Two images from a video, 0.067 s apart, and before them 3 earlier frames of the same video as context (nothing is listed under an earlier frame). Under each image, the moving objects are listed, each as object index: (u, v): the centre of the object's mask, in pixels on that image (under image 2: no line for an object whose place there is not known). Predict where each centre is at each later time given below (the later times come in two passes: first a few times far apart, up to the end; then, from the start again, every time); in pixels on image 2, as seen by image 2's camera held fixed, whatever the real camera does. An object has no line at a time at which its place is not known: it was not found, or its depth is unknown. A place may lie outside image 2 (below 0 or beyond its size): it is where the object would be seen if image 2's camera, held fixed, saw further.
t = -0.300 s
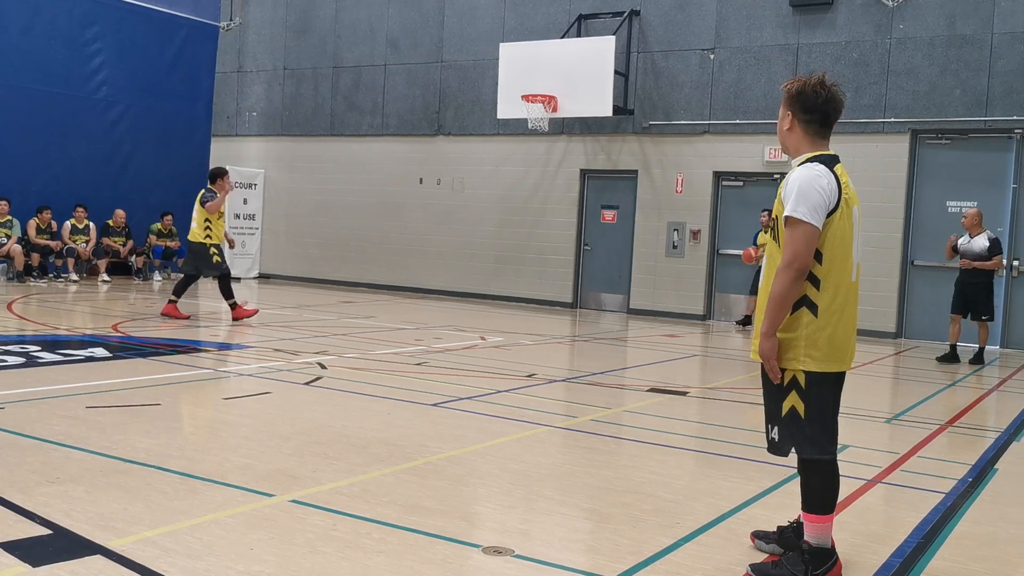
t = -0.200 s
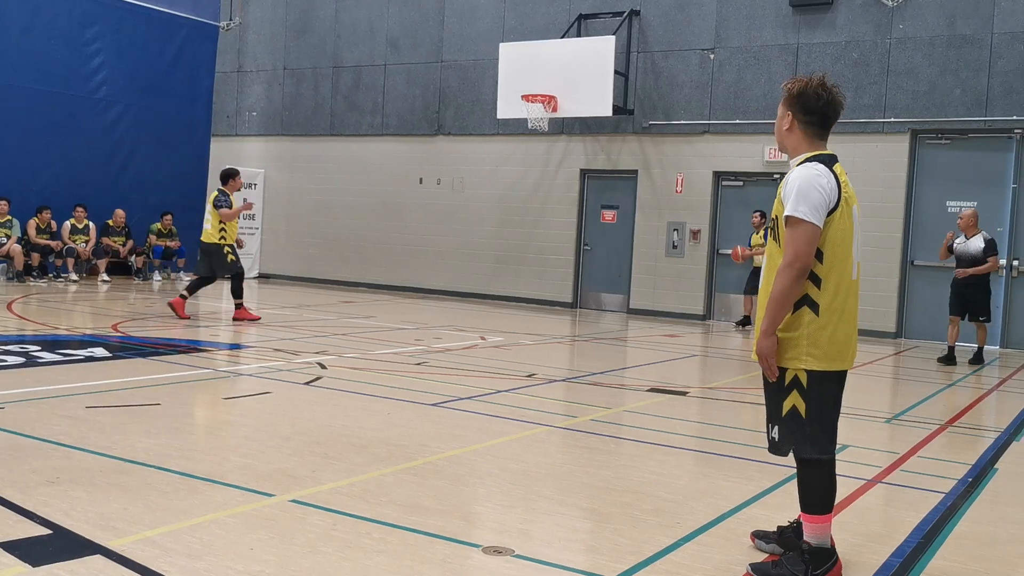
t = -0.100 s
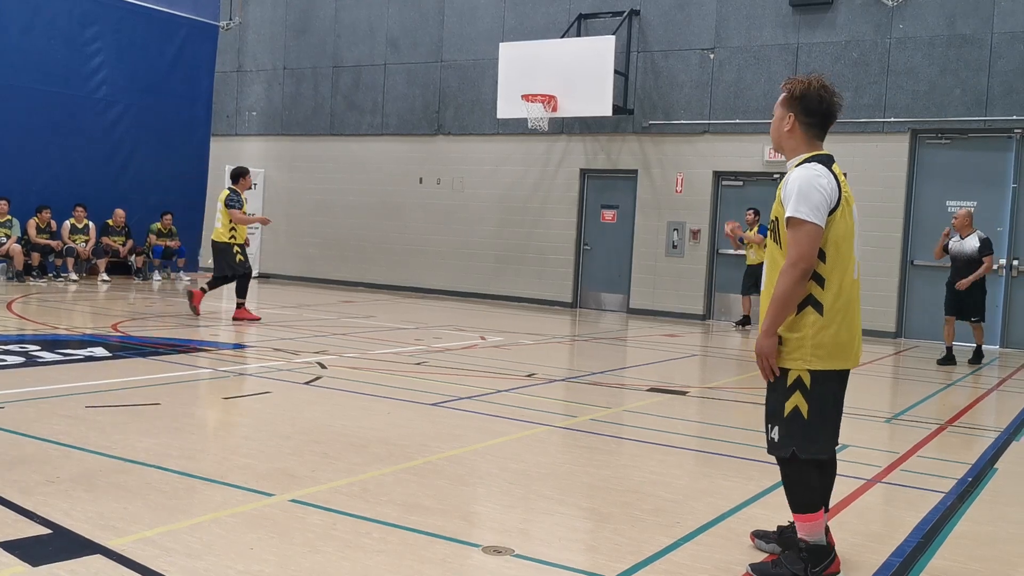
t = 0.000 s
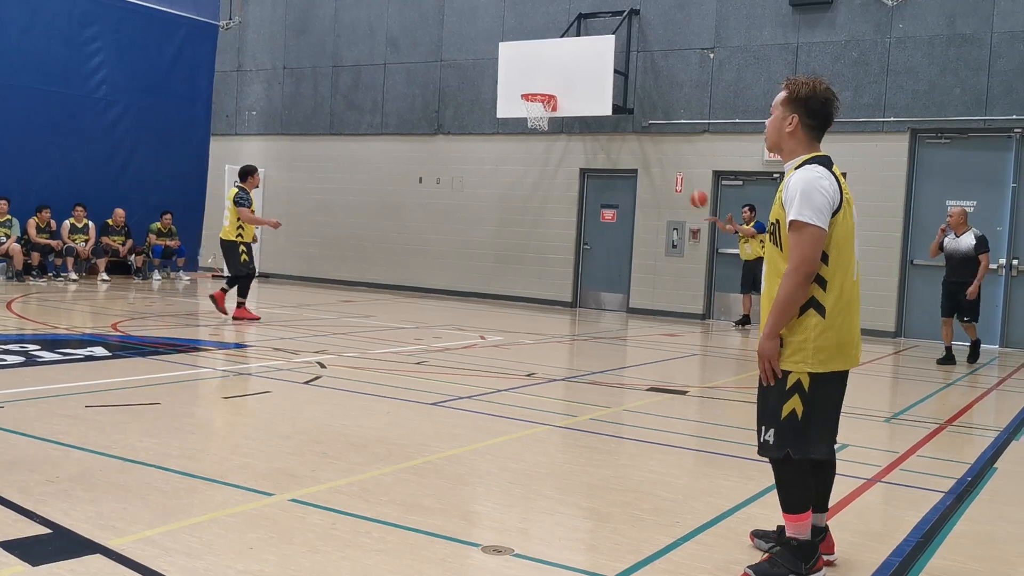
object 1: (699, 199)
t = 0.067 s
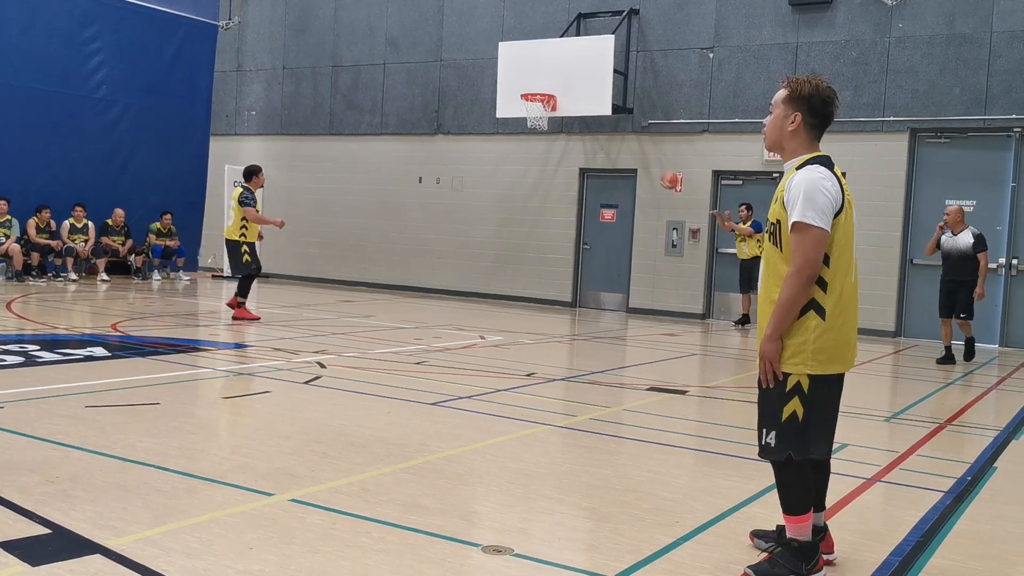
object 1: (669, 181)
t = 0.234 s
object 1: (593, 147)
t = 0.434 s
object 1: (491, 133)
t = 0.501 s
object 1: (454, 135)
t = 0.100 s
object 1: (655, 173)
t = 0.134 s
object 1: (640, 166)
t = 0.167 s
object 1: (624, 159)
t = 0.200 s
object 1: (609, 153)
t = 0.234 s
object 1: (593, 147)
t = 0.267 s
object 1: (577, 144)
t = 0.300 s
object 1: (560, 140)
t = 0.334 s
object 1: (544, 137)
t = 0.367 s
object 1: (526, 135)
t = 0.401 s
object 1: (509, 133)
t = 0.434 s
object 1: (491, 133)
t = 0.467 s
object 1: (473, 134)
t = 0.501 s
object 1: (454, 135)
